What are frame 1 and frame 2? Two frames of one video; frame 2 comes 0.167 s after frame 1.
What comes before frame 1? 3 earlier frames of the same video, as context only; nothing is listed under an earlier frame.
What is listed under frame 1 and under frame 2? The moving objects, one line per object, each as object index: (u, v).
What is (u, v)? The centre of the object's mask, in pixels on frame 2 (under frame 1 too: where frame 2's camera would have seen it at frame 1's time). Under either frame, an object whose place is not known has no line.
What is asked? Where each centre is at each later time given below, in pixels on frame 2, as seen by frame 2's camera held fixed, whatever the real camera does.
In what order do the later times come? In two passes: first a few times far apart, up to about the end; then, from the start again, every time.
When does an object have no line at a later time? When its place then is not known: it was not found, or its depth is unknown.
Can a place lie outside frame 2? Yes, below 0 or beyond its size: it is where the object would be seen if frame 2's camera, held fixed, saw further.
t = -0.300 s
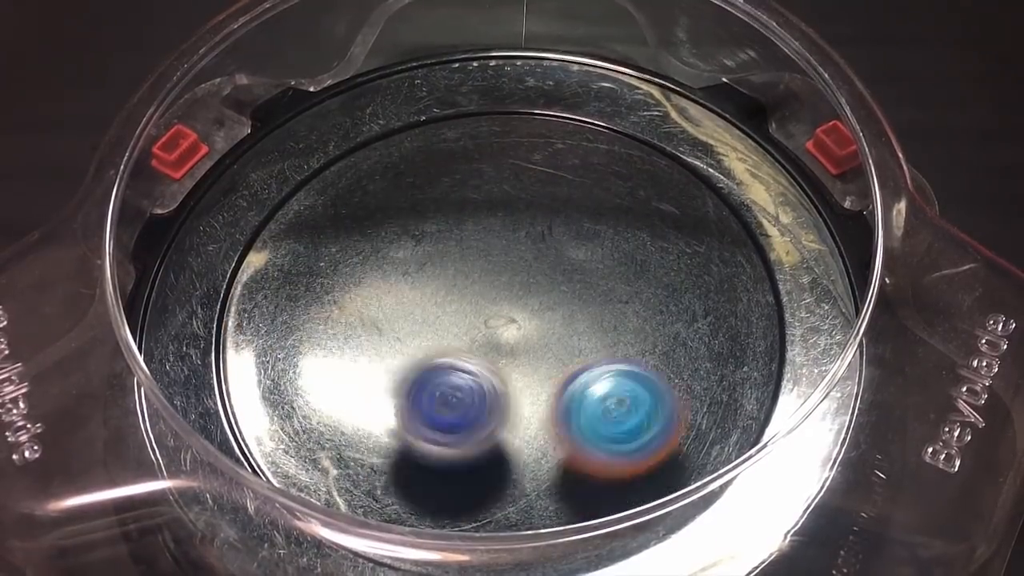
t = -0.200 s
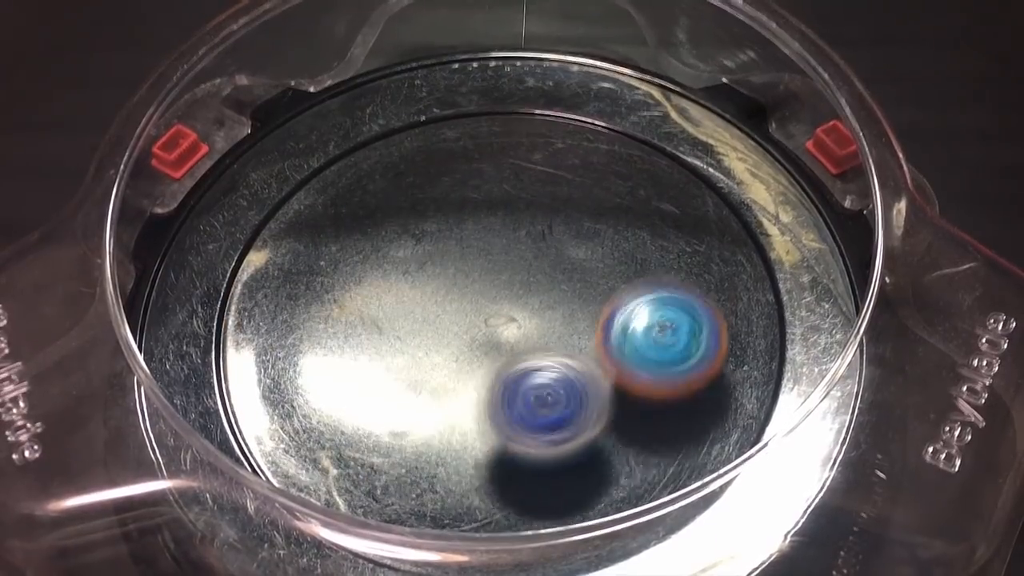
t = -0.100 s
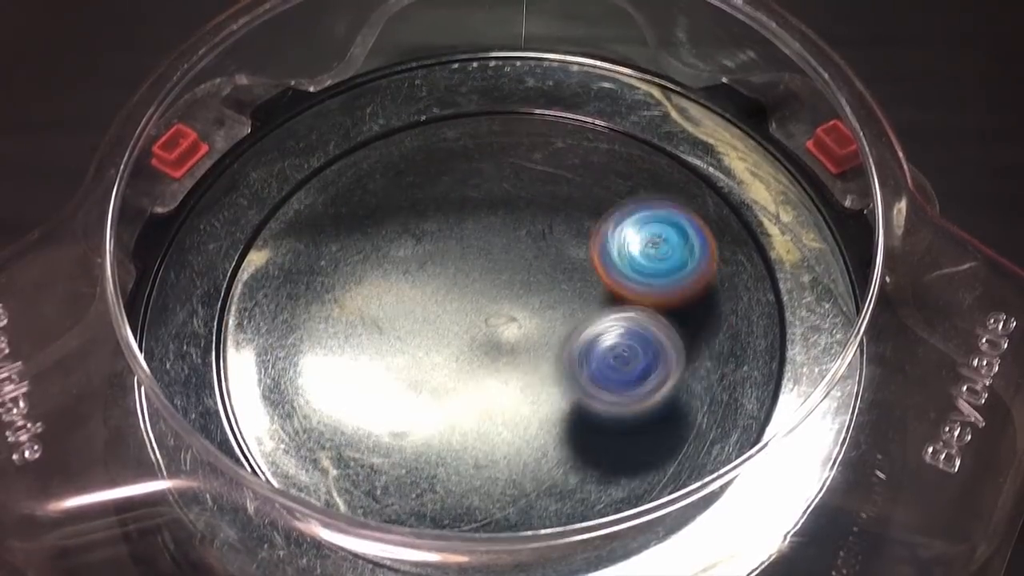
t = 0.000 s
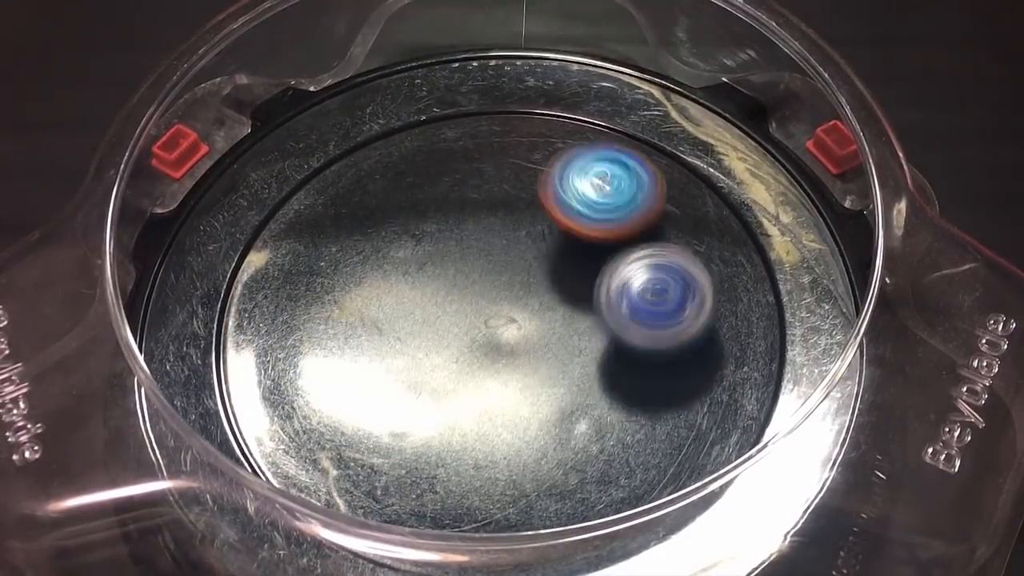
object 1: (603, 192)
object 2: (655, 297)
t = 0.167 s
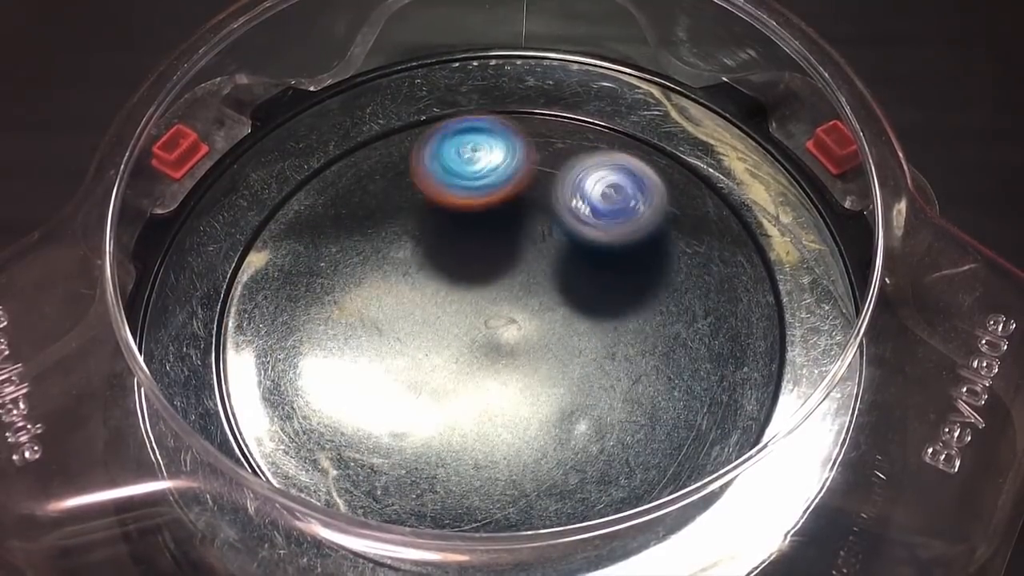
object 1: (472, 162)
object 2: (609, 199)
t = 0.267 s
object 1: (397, 191)
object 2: (542, 174)
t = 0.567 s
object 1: (350, 416)
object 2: (406, 280)
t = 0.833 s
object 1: (556, 508)
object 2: (577, 339)
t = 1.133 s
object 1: (672, 348)
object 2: (616, 200)
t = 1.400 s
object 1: (501, 276)
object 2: (392, 163)
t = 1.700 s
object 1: (403, 433)
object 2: (263, 273)
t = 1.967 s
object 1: (567, 462)
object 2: (430, 359)
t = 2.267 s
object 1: (652, 284)
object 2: (494, 220)
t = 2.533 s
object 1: (598, 272)
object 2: (392, 137)
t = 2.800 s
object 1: (545, 327)
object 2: (416, 224)
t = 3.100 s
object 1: (612, 374)
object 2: (542, 284)
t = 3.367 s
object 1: (640, 349)
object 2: (597, 233)
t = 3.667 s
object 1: (468, 354)
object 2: (579, 260)
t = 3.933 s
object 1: (387, 388)
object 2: (554, 323)
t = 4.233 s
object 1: (391, 372)
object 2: (594, 382)
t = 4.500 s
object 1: (403, 317)
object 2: (589, 339)
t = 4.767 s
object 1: (396, 251)
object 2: (519, 307)
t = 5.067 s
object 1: (415, 254)
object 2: (516, 347)
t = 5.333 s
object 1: (495, 227)
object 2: (501, 341)
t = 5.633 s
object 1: (511, 219)
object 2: (477, 333)
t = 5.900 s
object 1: (556, 243)
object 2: (463, 357)
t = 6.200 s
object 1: (581, 269)
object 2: (481, 351)
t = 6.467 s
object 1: (582, 285)
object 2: (463, 346)
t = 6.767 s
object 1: (569, 314)
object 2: (440, 328)
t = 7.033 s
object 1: (559, 339)
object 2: (436, 308)
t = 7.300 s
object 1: (555, 360)
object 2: (444, 274)
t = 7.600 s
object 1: (538, 391)
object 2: (468, 215)
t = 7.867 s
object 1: (538, 359)
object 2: (496, 235)
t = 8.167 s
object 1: (450, 395)
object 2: (541, 252)
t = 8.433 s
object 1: (444, 388)
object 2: (548, 322)
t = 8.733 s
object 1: (393, 335)
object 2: (547, 357)
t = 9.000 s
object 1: (406, 272)
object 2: (497, 369)
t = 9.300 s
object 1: (439, 222)
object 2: (438, 330)
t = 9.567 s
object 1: (508, 200)
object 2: (407, 297)
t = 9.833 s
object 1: (571, 242)
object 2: (435, 248)
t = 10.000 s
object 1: (592, 285)
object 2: (471, 232)
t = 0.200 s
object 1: (445, 167)
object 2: (590, 186)
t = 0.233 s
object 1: (420, 178)
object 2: (567, 177)
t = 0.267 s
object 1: (397, 191)
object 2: (542, 174)
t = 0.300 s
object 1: (376, 207)
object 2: (517, 173)
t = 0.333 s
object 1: (359, 227)
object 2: (491, 178)
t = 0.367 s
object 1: (346, 248)
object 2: (467, 186)
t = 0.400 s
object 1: (337, 272)
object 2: (443, 197)
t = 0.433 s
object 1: (334, 297)
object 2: (424, 212)
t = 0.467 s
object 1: (335, 324)
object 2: (407, 230)
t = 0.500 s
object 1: (337, 352)
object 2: (399, 246)
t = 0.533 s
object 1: (338, 384)
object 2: (400, 264)
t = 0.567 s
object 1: (350, 416)
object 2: (406, 280)
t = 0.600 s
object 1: (367, 440)
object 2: (415, 298)
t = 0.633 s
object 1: (390, 457)
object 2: (428, 320)
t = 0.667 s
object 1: (419, 468)
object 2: (443, 339)
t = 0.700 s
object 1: (451, 475)
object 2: (462, 356)
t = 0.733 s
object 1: (483, 477)
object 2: (483, 365)
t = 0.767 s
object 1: (512, 479)
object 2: (512, 368)
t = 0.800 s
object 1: (534, 488)
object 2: (548, 354)
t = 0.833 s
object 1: (556, 508)
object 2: (577, 339)
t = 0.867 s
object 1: (582, 508)
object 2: (604, 324)
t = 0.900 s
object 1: (603, 503)
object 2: (623, 307)
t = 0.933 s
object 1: (625, 491)
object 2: (639, 289)
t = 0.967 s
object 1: (637, 464)
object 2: (649, 272)
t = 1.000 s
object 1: (655, 449)
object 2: (651, 253)
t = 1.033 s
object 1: (668, 431)
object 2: (651, 237)
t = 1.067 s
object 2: (643, 224)
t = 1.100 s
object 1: (677, 377)
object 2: (632, 209)
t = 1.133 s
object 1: (672, 348)
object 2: (616, 200)
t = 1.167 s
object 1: (657, 322)
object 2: (595, 193)
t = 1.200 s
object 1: (639, 297)
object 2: (573, 189)
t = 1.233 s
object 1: (616, 275)
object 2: (548, 188)
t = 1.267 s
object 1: (598, 269)
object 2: (515, 178)
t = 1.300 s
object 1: (576, 270)
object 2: (481, 167)
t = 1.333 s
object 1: (554, 271)
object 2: (449, 158)
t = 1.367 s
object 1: (528, 273)
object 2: (419, 158)
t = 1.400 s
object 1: (501, 276)
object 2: (392, 163)
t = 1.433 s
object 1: (475, 280)
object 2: (369, 173)
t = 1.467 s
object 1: (448, 286)
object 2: (348, 191)
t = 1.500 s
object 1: (423, 293)
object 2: (332, 212)
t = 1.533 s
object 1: (404, 306)
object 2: (318, 231)
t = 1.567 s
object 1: (401, 337)
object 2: (295, 233)
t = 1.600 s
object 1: (400, 366)
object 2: (278, 238)
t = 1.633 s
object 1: (400, 392)
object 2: (267, 247)
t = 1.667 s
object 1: (400, 414)
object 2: (261, 257)
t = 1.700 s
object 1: (403, 433)
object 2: (263, 273)
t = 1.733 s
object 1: (407, 450)
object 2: (269, 290)
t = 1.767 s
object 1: (417, 463)
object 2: (284, 311)
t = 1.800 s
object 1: (431, 471)
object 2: (305, 331)
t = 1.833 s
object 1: (451, 475)
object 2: (328, 349)
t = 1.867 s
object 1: (472, 474)
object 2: (359, 365)
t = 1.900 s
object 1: (494, 465)
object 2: (392, 379)
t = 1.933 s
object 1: (522, 460)
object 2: (418, 378)
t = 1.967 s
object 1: (567, 462)
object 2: (430, 359)
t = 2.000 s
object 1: (603, 454)
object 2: (441, 338)
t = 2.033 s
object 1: (632, 442)
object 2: (452, 318)
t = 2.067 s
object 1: (656, 425)
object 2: (464, 301)
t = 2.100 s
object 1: (670, 403)
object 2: (474, 284)
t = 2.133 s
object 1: (677, 379)
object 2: (481, 269)
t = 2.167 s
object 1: (678, 354)
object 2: (487, 255)
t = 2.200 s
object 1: (673, 329)
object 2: (492, 242)
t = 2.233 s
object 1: (665, 307)
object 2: (494, 230)
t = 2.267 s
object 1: (652, 284)
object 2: (494, 220)
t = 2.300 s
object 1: (637, 264)
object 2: (493, 211)
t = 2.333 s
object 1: (618, 245)
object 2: (489, 204)
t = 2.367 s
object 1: (600, 229)
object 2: (485, 200)
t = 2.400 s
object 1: (595, 227)
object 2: (470, 186)
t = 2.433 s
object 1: (601, 239)
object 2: (443, 166)
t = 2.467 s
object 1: (603, 250)
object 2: (419, 150)
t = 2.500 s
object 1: (602, 260)
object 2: (403, 140)
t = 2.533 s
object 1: (598, 272)
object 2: (392, 137)
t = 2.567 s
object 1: (592, 280)
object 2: (385, 138)
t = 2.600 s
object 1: (585, 289)
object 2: (382, 143)
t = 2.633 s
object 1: (577, 297)
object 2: (381, 150)
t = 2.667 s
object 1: (569, 303)
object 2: (383, 161)
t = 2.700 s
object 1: (562, 310)
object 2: (388, 176)
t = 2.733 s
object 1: (555, 316)
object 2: (395, 191)
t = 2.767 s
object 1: (549, 322)
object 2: (405, 209)
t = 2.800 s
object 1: (545, 327)
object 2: (416, 224)
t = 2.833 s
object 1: (542, 333)
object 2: (430, 242)
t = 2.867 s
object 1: (541, 338)
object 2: (446, 259)
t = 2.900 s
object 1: (545, 347)
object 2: (459, 270)
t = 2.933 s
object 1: (558, 361)
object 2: (469, 274)
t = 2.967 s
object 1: (570, 370)
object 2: (481, 277)
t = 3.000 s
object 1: (582, 376)
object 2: (495, 280)
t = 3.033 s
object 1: (593, 378)
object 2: (511, 283)
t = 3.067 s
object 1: (603, 377)
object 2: (527, 285)
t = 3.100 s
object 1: (612, 374)
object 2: (542, 284)
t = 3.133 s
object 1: (624, 370)
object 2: (556, 282)
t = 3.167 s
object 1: (633, 366)
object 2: (568, 277)
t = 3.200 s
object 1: (642, 364)
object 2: (578, 270)
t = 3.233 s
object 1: (646, 356)
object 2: (588, 264)
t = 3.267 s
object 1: (650, 355)
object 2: (593, 255)
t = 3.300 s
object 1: (650, 354)
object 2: (595, 245)
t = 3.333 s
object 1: (647, 352)
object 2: (596, 237)
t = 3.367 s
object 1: (640, 349)
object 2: (597, 233)
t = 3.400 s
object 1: (628, 346)
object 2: (597, 231)
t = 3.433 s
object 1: (613, 344)
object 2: (597, 230)
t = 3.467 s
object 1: (593, 344)
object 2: (596, 231)
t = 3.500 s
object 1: (573, 344)
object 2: (595, 234)
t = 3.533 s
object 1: (552, 345)
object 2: (592, 237)
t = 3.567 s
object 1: (529, 347)
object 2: (590, 240)
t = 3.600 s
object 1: (507, 349)
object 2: (587, 246)
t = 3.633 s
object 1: (487, 352)
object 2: (583, 253)
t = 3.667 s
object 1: (468, 354)
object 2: (579, 260)
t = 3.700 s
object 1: (450, 358)
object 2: (575, 267)
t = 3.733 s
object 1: (436, 362)
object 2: (571, 274)
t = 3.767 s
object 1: (422, 367)
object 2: (567, 282)
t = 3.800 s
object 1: (411, 371)
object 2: (564, 289)
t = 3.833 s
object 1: (402, 376)
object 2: (562, 298)
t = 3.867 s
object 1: (395, 380)
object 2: (560, 307)
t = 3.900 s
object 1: (390, 385)
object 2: (557, 316)
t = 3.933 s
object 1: (387, 388)
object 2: (554, 323)
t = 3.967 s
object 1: (387, 392)
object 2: (551, 334)
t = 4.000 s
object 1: (390, 393)
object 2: (549, 342)
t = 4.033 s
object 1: (395, 395)
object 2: (546, 350)
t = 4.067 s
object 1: (403, 395)
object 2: (545, 358)
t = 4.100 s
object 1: (411, 394)
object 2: (543, 366)
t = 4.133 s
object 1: (407, 390)
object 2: (553, 372)
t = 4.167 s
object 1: (400, 384)
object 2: (568, 377)
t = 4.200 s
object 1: (395, 378)
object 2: (582, 380)
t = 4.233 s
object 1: (391, 372)
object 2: (594, 382)
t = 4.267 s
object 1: (390, 366)
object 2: (606, 382)
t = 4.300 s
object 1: (390, 360)
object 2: (614, 380)
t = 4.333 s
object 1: (390, 354)
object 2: (618, 375)
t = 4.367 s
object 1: (391, 347)
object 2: (618, 369)
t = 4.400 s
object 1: (393, 340)
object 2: (614, 362)
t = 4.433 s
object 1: (396, 334)
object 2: (607, 354)
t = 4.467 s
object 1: (399, 325)
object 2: (598, 346)
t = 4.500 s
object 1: (403, 317)
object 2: (589, 339)
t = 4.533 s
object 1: (406, 308)
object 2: (576, 331)
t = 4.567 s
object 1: (410, 299)
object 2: (564, 323)
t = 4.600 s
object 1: (414, 291)
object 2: (549, 316)
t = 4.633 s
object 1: (416, 282)
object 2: (537, 311)
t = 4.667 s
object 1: (411, 271)
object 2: (533, 309)
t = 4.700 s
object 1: (406, 262)
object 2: (529, 308)
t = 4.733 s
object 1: (401, 255)
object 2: (524, 308)
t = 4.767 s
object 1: (396, 251)
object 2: (519, 307)
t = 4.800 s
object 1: (392, 249)
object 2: (516, 309)
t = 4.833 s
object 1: (391, 249)
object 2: (512, 310)
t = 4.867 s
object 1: (391, 251)
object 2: (508, 312)
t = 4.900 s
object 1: (394, 255)
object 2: (504, 314)
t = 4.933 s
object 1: (398, 257)
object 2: (504, 317)
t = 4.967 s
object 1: (399, 255)
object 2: (511, 326)
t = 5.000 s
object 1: (402, 254)
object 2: (515, 334)
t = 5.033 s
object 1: (407, 254)
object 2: (517, 342)
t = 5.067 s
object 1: (415, 254)
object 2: (516, 347)
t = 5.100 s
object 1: (425, 254)
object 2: (514, 350)
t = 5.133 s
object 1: (437, 253)
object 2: (513, 350)
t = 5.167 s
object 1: (449, 252)
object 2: (511, 349)
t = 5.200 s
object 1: (461, 249)
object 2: (508, 348)
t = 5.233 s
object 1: (471, 244)
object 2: (506, 347)
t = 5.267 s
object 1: (481, 238)
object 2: (503, 347)
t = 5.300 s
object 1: (489, 232)
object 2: (502, 344)
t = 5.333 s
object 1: (495, 227)
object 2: (501, 341)
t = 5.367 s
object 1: (500, 222)
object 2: (499, 338)
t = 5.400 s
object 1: (502, 219)
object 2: (497, 333)
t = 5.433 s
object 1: (504, 217)
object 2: (496, 329)
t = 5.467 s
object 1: (504, 216)
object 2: (495, 325)
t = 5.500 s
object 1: (504, 217)
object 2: (492, 323)
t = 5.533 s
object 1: (507, 216)
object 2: (487, 326)
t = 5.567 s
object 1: (508, 215)
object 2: (483, 330)
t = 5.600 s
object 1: (510, 216)
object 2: (480, 332)
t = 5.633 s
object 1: (511, 219)
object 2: (477, 333)
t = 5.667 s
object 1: (512, 224)
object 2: (475, 334)
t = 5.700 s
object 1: (514, 230)
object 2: (474, 334)
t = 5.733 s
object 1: (520, 233)
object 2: (470, 338)
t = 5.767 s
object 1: (529, 235)
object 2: (465, 345)
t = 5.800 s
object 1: (537, 237)
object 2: (462, 350)
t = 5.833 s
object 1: (545, 239)
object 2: (461, 354)
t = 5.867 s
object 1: (551, 241)
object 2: (461, 355)
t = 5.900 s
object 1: (556, 243)
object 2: (463, 357)
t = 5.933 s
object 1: (559, 246)
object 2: (466, 356)
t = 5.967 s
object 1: (562, 250)
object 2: (470, 355)
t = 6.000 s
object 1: (563, 254)
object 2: (474, 353)
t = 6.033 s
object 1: (564, 259)
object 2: (479, 350)
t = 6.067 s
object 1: (566, 263)
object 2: (483, 348)
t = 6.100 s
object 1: (572, 264)
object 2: (481, 350)
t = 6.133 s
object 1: (577, 265)
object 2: (480, 352)
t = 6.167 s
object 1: (580, 267)
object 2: (480, 352)
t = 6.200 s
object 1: (581, 269)
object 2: (481, 351)
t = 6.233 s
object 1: (581, 271)
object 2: (484, 349)
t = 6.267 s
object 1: (581, 274)
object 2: (484, 348)
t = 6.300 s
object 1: (583, 274)
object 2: (480, 349)
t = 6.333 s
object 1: (584, 276)
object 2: (477, 349)
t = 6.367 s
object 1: (583, 278)
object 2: (476, 348)
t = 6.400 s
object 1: (581, 282)
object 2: (474, 347)
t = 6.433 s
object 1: (581, 284)
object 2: (469, 346)
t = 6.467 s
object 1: (582, 285)
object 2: (463, 346)
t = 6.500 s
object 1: (581, 287)
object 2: (459, 345)
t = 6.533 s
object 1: (580, 289)
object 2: (456, 343)
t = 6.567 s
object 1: (578, 293)
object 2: (454, 341)
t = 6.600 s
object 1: (574, 297)
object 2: (453, 337)
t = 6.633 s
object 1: (574, 299)
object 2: (448, 335)
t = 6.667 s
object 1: (575, 302)
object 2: (444, 334)
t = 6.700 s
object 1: (573, 306)
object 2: (441, 332)
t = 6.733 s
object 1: (571, 310)
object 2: (440, 330)
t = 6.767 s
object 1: (569, 314)
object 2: (440, 328)
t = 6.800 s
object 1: (570, 317)
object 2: (435, 325)
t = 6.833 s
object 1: (571, 321)
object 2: (432, 322)
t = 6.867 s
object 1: (571, 325)
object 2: (430, 319)
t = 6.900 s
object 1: (569, 327)
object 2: (429, 317)
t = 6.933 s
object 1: (567, 330)
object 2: (430, 315)
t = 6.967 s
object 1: (563, 333)
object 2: (432, 313)
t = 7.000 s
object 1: (560, 336)
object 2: (435, 311)
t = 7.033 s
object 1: (559, 339)
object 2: (436, 308)
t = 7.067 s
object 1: (558, 342)
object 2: (436, 304)
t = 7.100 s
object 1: (556, 344)
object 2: (438, 301)
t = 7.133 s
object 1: (553, 346)
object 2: (440, 298)
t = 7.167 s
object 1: (553, 350)
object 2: (441, 294)
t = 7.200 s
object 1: (554, 355)
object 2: (440, 287)
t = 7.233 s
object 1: (555, 358)
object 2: (440, 282)
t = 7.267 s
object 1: (556, 360)
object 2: (442, 278)
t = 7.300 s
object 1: (555, 360)
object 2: (444, 274)
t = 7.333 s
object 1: (554, 359)
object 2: (448, 271)
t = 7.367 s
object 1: (550, 358)
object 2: (452, 269)
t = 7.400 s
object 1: (546, 355)
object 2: (457, 268)
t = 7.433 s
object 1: (541, 353)
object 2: (462, 267)
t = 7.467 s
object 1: (535, 351)
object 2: (466, 265)
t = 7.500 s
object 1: (534, 363)
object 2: (467, 249)
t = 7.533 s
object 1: (535, 374)
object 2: (466, 234)
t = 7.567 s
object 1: (537, 384)
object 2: (467, 222)
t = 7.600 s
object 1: (538, 391)
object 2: (468, 215)
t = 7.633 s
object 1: (543, 397)
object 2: (470, 211)
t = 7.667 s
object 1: (547, 399)
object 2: (473, 210)
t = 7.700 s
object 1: (551, 398)
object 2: (476, 211)
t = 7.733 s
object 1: (553, 394)
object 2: (479, 214)
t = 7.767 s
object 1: (554, 388)
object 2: (483, 218)
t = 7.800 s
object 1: (552, 380)
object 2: (486, 223)
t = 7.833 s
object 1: (547, 369)
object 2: (491, 229)
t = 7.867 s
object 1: (538, 359)
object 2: (496, 235)
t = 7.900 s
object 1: (527, 350)
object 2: (501, 243)
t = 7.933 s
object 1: (517, 348)
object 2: (508, 243)
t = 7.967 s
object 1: (505, 358)
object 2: (513, 236)
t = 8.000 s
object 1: (492, 368)
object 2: (519, 233)
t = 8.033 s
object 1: (481, 374)
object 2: (525, 233)
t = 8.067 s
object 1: (472, 380)
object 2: (530, 234)
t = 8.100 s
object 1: (464, 384)
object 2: (534, 237)
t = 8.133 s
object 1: (457, 390)
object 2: (538, 244)
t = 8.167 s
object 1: (450, 395)
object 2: (541, 252)
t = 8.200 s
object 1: (444, 398)
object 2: (543, 259)
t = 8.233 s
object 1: (439, 401)
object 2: (545, 268)
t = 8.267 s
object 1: (436, 404)
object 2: (546, 278)
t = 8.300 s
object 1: (435, 405)
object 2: (546, 287)
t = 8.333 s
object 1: (435, 404)
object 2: (547, 296)
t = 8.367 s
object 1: (438, 402)
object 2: (548, 306)
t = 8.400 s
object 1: (443, 397)
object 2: (548, 314)
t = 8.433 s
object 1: (444, 388)
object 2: (548, 322)
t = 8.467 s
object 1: (437, 381)
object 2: (554, 328)
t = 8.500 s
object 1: (428, 375)
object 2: (561, 333)
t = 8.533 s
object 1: (421, 369)
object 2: (565, 336)
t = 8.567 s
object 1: (414, 362)
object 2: (567, 342)
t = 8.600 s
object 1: (408, 357)
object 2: (566, 347)
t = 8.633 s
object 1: (403, 351)
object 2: (563, 349)
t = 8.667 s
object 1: (399, 346)
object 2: (559, 353)
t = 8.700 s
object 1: (395, 340)
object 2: (554, 355)
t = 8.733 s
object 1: (393, 335)
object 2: (547, 357)
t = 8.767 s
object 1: (392, 329)
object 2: (539, 358)
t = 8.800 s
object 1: (392, 323)
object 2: (530, 359)
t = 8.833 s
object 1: (395, 319)
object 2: (521, 360)
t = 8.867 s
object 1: (400, 313)
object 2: (512, 360)
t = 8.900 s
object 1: (401, 302)
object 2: (508, 362)
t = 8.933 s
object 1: (402, 292)
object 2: (506, 366)
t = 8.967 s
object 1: (403, 282)
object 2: (502, 368)
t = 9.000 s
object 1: (406, 272)
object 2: (497, 369)
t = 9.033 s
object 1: (408, 264)
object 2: (491, 368)
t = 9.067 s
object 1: (410, 256)
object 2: (483, 366)
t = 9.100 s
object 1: (415, 249)
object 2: (477, 363)
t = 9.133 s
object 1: (418, 242)
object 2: (470, 359)
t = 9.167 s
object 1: (421, 236)
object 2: (462, 354)
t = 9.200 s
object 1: (425, 232)
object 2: (456, 349)
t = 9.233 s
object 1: (429, 227)
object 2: (449, 343)
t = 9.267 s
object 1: (434, 224)
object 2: (443, 337)
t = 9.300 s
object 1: (439, 222)
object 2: (438, 330)
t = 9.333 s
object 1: (445, 220)
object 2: (434, 324)
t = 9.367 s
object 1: (456, 213)
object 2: (427, 325)
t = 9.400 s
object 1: (465, 208)
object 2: (420, 325)
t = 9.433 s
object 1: (474, 203)
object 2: (416, 321)
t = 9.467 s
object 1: (483, 201)
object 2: (412, 316)
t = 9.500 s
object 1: (491, 201)
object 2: (409, 309)
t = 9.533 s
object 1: (499, 199)
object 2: (408, 304)
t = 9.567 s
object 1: (508, 200)
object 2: (407, 297)
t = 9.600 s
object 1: (517, 204)
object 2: (407, 290)
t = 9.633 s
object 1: (525, 207)
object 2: (409, 284)
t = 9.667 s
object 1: (533, 210)
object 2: (411, 277)
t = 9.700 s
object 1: (542, 216)
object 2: (415, 271)
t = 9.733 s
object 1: (550, 222)
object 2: (419, 264)
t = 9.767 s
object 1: (557, 227)
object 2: (424, 258)
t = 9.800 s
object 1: (565, 235)
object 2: (429, 253)
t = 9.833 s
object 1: (571, 242)
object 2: (435, 248)
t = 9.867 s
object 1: (576, 249)
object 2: (442, 243)
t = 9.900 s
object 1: (582, 258)
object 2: (449, 240)
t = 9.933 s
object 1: (585, 268)
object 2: (456, 236)
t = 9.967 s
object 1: (589, 276)
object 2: (463, 234)
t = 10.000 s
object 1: (592, 285)
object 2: (471, 232)
